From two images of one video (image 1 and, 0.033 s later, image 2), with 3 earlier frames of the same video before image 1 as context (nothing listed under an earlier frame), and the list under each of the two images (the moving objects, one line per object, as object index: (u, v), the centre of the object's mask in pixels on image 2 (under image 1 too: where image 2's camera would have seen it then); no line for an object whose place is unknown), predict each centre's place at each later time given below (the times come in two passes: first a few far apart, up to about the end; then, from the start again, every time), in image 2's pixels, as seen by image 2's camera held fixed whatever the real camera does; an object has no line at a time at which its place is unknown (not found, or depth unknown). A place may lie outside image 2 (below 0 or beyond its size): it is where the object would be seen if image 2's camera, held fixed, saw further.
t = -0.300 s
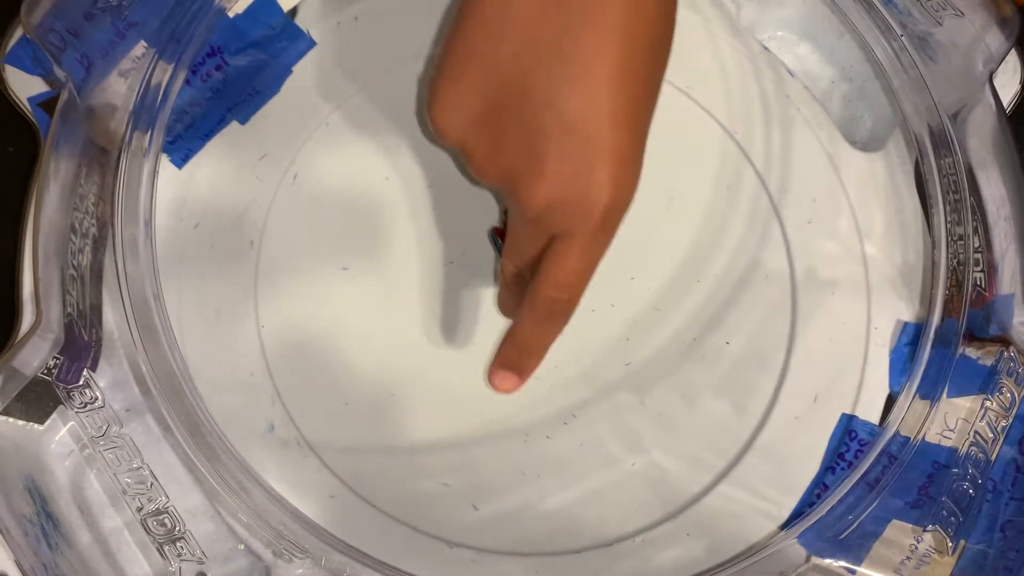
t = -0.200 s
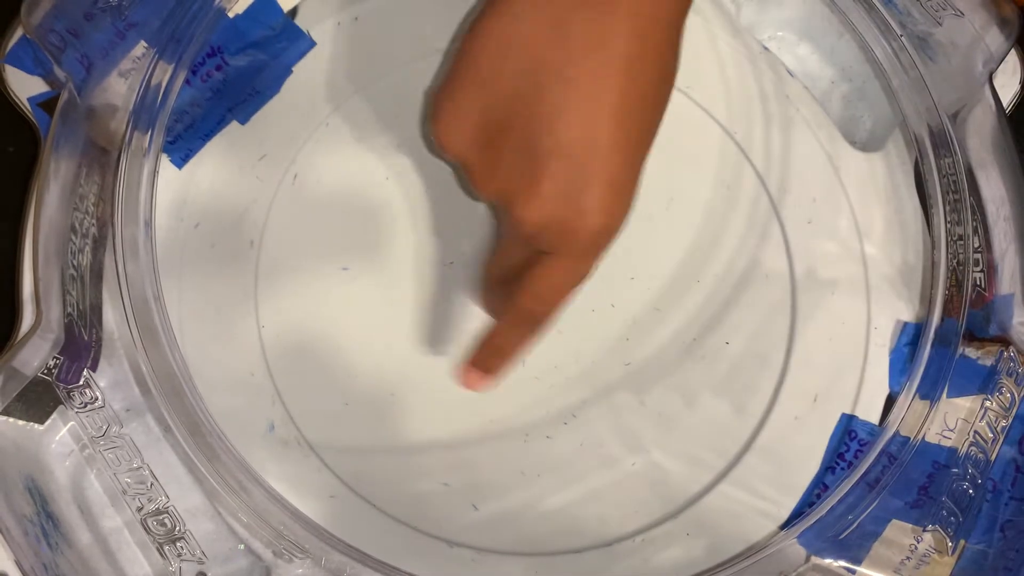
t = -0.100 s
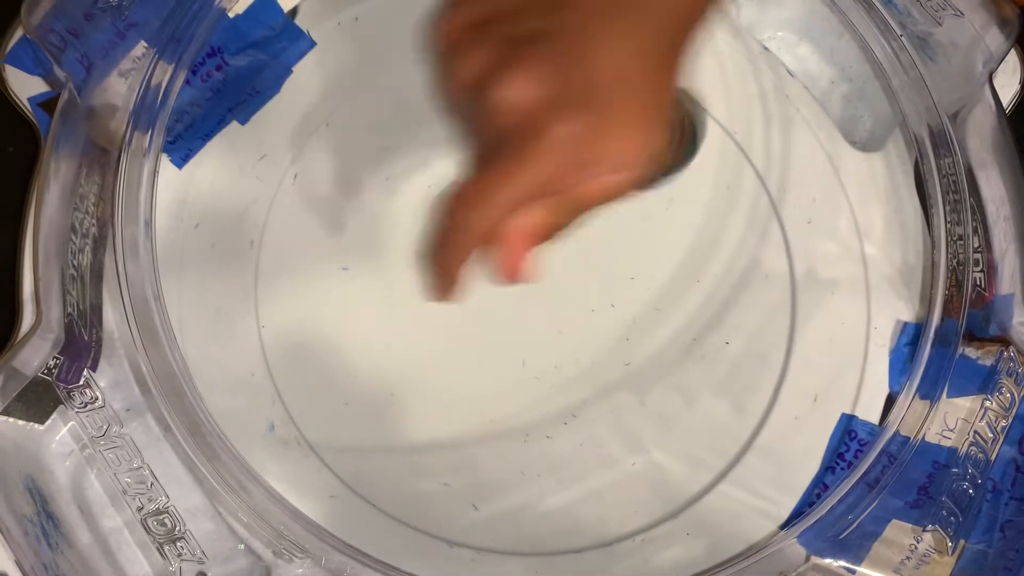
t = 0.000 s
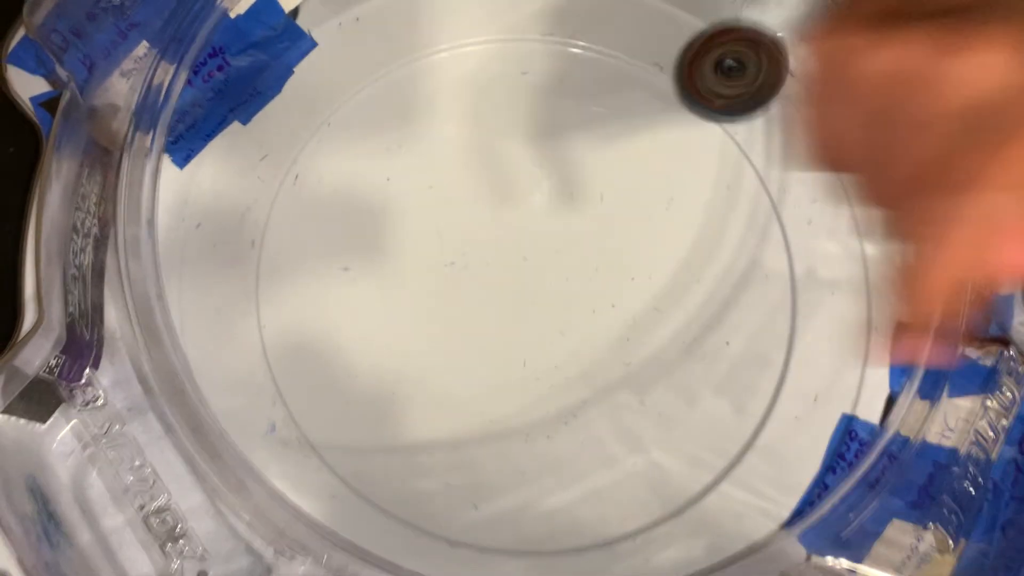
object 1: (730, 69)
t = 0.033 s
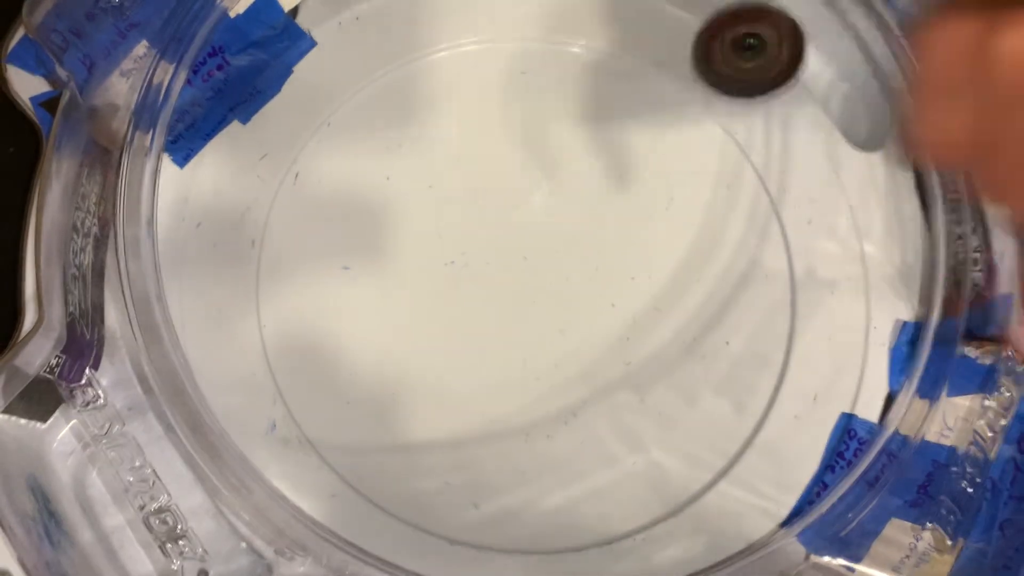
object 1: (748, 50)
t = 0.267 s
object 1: (599, 204)
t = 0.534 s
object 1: (501, 482)
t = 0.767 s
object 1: (509, 444)
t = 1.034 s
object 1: (383, 342)
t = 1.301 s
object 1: (353, 301)
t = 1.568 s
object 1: (489, 187)
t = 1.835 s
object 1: (523, 128)
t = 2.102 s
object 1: (605, 258)
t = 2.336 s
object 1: (685, 302)
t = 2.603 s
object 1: (564, 340)
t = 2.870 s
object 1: (486, 418)
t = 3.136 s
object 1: (487, 316)
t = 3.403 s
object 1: (423, 218)
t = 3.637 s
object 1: (468, 246)
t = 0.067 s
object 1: (759, 47)
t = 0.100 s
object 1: (750, 58)
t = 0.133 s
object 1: (727, 79)
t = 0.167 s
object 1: (697, 106)
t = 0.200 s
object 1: (664, 137)
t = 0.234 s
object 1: (629, 169)
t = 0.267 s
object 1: (599, 204)
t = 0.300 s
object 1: (574, 240)
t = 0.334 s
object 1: (553, 282)
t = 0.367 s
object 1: (536, 320)
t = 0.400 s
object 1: (522, 358)
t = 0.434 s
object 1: (513, 393)
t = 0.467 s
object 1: (506, 425)
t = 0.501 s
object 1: (503, 453)
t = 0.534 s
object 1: (501, 482)
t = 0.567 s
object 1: (499, 510)
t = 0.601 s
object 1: (500, 515)
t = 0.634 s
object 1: (503, 504)
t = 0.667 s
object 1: (507, 492)
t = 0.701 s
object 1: (508, 476)
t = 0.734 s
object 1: (510, 461)
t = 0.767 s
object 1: (509, 444)
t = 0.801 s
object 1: (505, 428)
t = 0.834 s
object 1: (498, 412)
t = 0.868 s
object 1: (487, 397)
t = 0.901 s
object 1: (471, 383)
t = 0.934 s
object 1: (451, 371)
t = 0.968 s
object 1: (428, 361)
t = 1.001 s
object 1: (403, 351)
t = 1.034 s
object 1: (383, 342)
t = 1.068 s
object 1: (365, 336)
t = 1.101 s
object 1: (350, 331)
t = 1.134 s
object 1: (340, 327)
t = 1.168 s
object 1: (333, 322)
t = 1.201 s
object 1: (331, 315)
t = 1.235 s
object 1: (334, 310)
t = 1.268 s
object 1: (341, 306)
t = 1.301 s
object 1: (353, 301)
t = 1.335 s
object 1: (367, 297)
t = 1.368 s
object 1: (386, 286)
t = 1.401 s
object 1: (405, 273)
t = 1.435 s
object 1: (425, 259)
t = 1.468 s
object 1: (444, 243)
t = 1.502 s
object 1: (461, 226)
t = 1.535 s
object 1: (477, 206)
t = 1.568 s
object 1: (489, 187)
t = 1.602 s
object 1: (499, 170)
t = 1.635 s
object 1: (507, 154)
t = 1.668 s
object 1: (514, 139)
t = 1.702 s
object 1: (518, 129)
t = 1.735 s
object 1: (520, 123)
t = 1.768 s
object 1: (521, 120)
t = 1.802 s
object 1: (522, 122)
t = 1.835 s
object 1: (523, 128)
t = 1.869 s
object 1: (527, 139)
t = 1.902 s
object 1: (531, 151)
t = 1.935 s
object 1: (538, 168)
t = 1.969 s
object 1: (547, 186)
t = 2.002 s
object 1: (558, 205)
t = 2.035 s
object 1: (572, 223)
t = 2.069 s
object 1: (587, 241)
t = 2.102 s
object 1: (605, 258)
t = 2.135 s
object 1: (624, 270)
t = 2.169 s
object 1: (641, 280)
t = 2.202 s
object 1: (657, 290)
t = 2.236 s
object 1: (671, 297)
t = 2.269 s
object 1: (679, 300)
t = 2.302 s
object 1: (684, 302)
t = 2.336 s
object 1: (685, 302)
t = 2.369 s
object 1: (681, 302)
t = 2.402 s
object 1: (673, 302)
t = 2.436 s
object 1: (661, 305)
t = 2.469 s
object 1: (645, 308)
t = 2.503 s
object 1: (629, 311)
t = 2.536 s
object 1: (606, 319)
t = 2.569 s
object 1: (584, 328)
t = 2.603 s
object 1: (564, 340)
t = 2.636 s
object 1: (546, 353)
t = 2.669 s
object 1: (529, 366)
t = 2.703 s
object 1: (514, 380)
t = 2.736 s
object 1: (501, 393)
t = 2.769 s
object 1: (494, 404)
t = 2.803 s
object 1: (490, 412)
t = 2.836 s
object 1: (488, 417)
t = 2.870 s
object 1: (486, 418)
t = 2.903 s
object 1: (487, 417)
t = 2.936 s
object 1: (489, 412)
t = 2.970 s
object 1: (492, 402)
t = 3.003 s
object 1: (493, 392)
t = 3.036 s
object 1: (494, 380)
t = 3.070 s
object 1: (494, 358)
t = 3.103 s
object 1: (492, 336)
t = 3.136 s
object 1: (487, 316)
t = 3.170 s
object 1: (480, 298)
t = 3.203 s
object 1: (473, 280)
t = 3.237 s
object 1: (463, 263)
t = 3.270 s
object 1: (453, 248)
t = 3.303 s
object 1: (445, 235)
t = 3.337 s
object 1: (435, 224)
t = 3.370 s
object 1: (427, 219)
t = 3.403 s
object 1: (423, 218)
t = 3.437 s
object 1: (422, 217)
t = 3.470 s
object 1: (421, 218)
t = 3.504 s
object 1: (424, 223)
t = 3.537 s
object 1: (431, 228)
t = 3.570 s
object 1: (440, 233)
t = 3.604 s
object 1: (452, 240)
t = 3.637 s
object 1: (468, 246)
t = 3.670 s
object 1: (484, 249)
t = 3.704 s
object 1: (504, 253)
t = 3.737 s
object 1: (524, 255)
